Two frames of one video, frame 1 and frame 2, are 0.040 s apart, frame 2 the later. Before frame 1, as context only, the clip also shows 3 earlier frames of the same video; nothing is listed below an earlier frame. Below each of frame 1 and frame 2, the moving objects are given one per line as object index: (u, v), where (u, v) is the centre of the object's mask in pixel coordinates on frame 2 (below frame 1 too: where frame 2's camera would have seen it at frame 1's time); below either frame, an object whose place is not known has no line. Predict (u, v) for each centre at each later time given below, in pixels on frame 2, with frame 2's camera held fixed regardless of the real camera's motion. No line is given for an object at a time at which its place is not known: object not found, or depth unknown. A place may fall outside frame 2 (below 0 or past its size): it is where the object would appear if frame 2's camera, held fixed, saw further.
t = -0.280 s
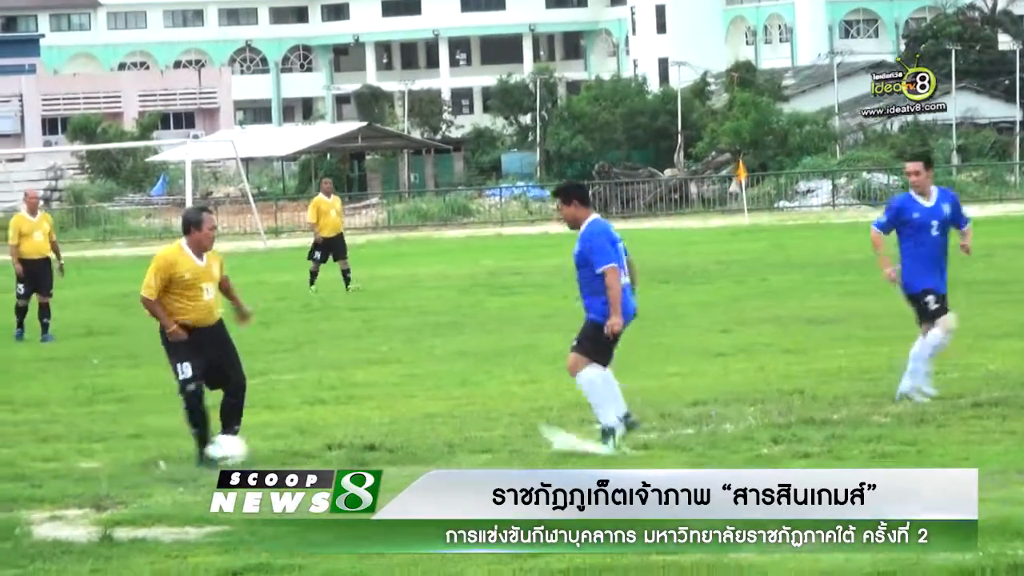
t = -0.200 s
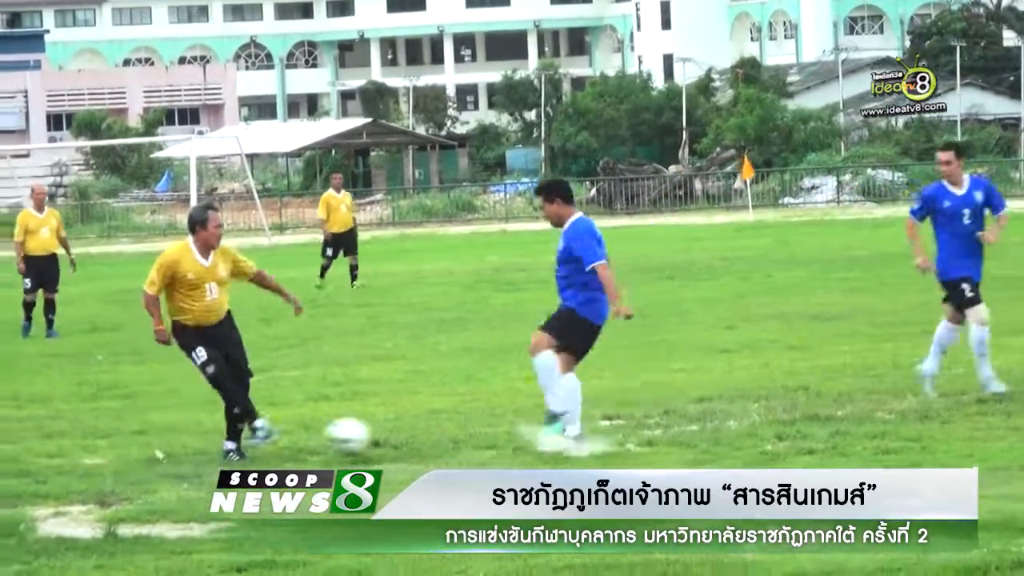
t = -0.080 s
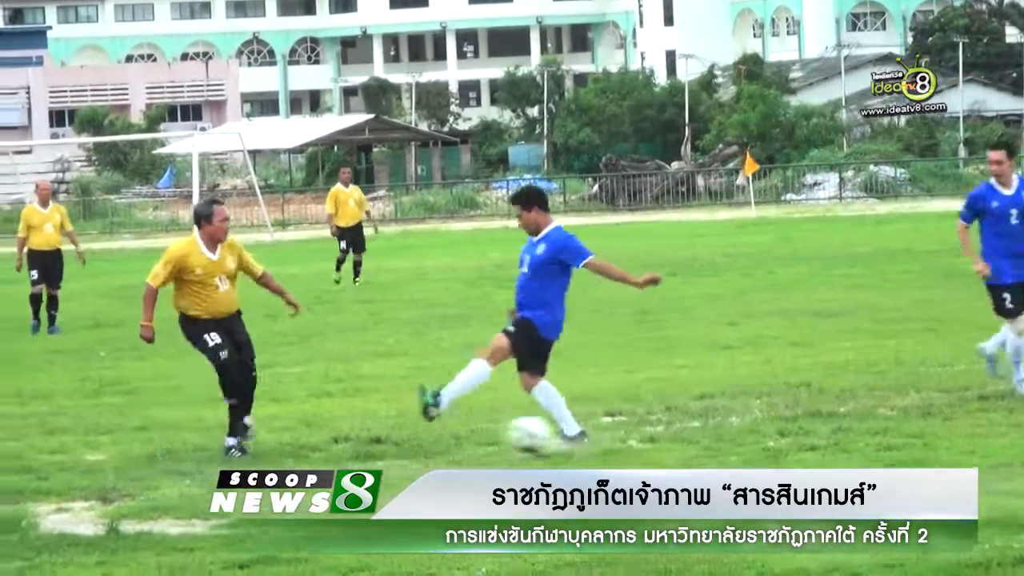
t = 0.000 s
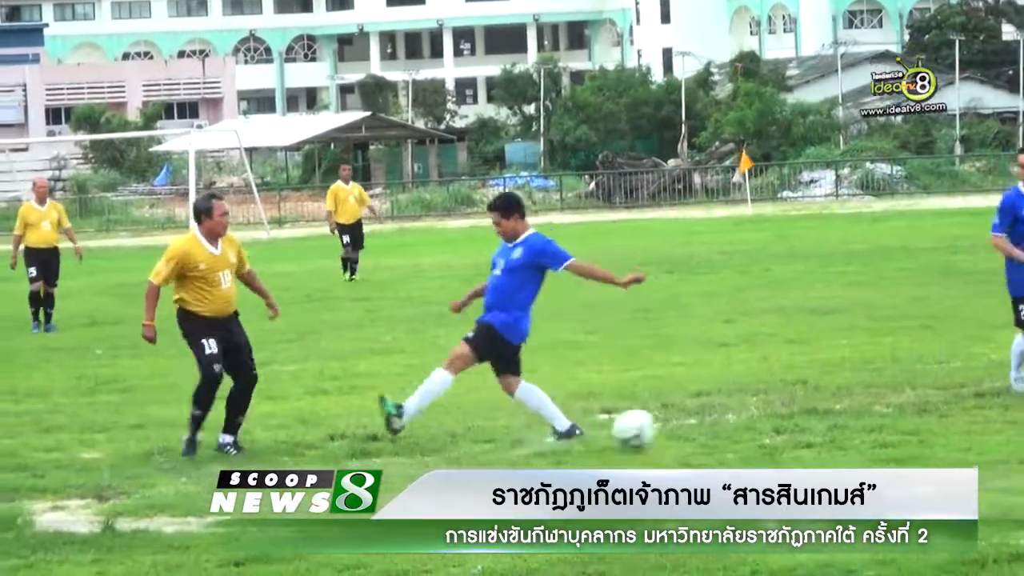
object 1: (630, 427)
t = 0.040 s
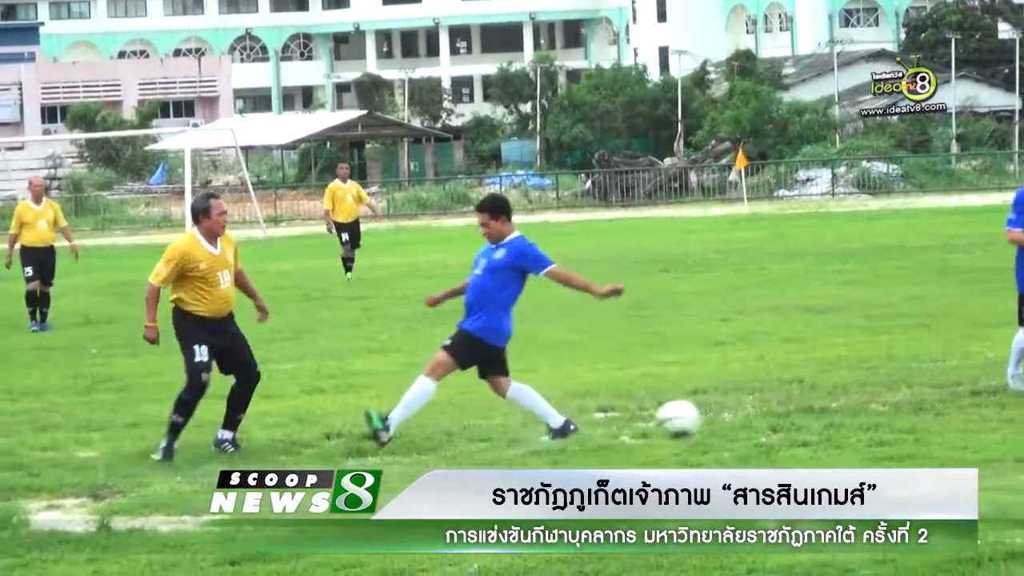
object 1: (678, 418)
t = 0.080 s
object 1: (724, 414)
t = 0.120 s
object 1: (769, 410)
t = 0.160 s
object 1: (816, 411)
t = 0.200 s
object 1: (864, 417)
